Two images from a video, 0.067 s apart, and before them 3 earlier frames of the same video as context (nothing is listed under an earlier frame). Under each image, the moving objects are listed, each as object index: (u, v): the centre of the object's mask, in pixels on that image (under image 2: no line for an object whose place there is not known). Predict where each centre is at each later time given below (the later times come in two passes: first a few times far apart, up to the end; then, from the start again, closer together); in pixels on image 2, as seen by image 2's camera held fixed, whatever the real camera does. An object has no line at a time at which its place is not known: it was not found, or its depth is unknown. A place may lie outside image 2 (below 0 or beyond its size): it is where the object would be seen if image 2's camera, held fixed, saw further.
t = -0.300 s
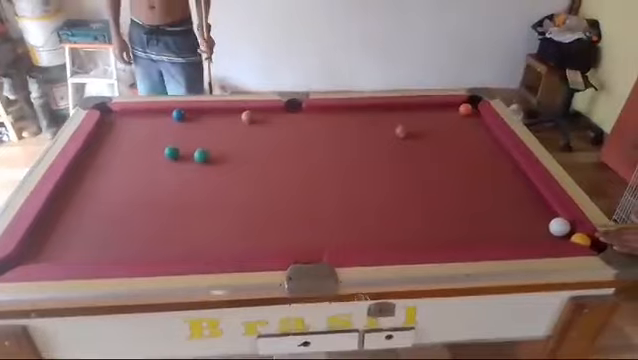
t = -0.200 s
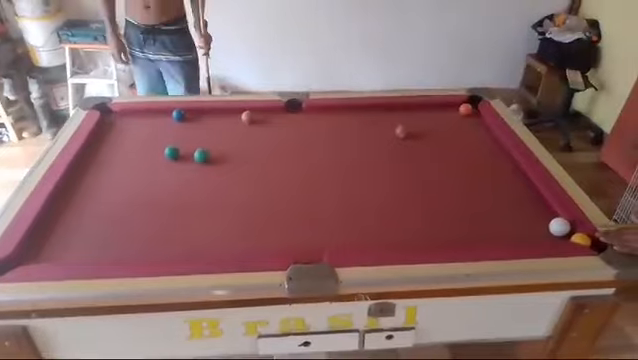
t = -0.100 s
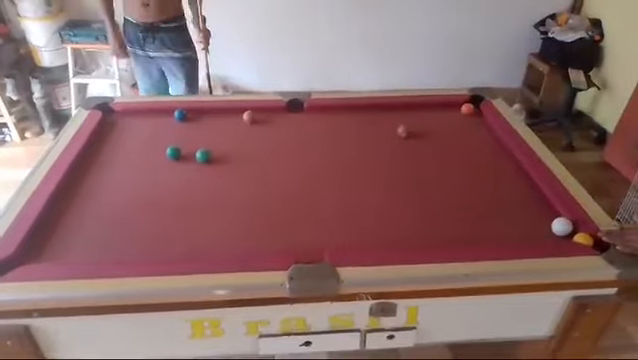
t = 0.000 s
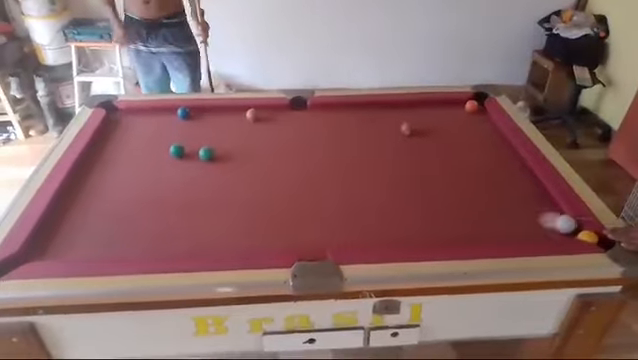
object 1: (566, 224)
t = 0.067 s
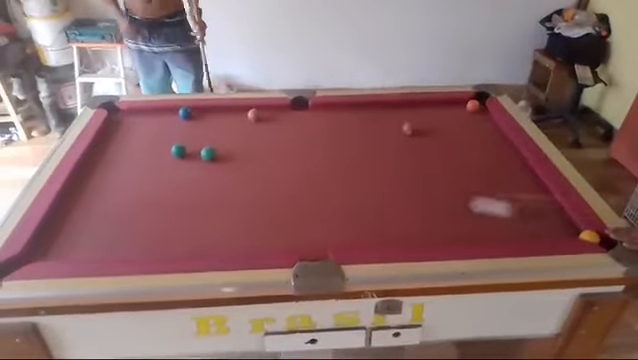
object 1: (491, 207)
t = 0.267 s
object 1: (315, 168)
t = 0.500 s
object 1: (153, 132)
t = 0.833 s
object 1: (246, 106)
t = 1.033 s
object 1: (345, 120)
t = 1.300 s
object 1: (466, 118)
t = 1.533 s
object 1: (437, 131)
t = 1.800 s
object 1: (368, 151)
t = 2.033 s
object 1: (300, 170)
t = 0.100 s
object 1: (459, 200)
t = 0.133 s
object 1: (427, 193)
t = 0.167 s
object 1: (397, 186)
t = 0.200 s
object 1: (368, 180)
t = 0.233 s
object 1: (341, 173)
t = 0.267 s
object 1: (315, 168)
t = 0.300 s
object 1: (290, 163)
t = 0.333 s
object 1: (265, 157)
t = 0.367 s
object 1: (241, 151)
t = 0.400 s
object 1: (221, 145)
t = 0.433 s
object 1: (195, 141)
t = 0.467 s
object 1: (174, 136)
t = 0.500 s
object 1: (153, 132)
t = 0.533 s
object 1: (132, 127)
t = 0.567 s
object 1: (113, 122)
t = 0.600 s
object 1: (120, 116)
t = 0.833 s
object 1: (246, 106)
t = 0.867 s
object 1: (263, 114)
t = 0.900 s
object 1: (281, 118)
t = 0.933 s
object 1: (297, 117)
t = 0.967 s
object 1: (314, 117)
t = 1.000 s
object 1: (330, 119)
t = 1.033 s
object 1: (345, 120)
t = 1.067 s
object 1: (361, 120)
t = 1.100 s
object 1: (375, 120)
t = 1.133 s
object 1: (391, 120)
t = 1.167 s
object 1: (406, 119)
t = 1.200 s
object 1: (420, 118)
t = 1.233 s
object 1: (436, 119)
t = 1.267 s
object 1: (451, 118)
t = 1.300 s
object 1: (466, 118)
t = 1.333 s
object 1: (481, 117)
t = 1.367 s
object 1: (484, 119)
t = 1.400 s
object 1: (475, 121)
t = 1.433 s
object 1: (464, 124)
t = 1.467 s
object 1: (455, 126)
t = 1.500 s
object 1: (446, 129)
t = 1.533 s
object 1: (437, 131)
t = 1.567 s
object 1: (429, 134)
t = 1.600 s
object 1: (421, 136)
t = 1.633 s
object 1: (412, 139)
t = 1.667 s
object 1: (404, 141)
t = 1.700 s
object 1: (395, 143)
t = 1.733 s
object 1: (387, 146)
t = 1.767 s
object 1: (378, 148)
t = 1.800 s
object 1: (368, 151)
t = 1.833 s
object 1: (359, 154)
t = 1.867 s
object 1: (349, 156)
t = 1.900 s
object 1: (340, 159)
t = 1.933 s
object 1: (330, 162)
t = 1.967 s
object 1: (321, 165)
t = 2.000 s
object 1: (310, 168)
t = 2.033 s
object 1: (300, 170)
